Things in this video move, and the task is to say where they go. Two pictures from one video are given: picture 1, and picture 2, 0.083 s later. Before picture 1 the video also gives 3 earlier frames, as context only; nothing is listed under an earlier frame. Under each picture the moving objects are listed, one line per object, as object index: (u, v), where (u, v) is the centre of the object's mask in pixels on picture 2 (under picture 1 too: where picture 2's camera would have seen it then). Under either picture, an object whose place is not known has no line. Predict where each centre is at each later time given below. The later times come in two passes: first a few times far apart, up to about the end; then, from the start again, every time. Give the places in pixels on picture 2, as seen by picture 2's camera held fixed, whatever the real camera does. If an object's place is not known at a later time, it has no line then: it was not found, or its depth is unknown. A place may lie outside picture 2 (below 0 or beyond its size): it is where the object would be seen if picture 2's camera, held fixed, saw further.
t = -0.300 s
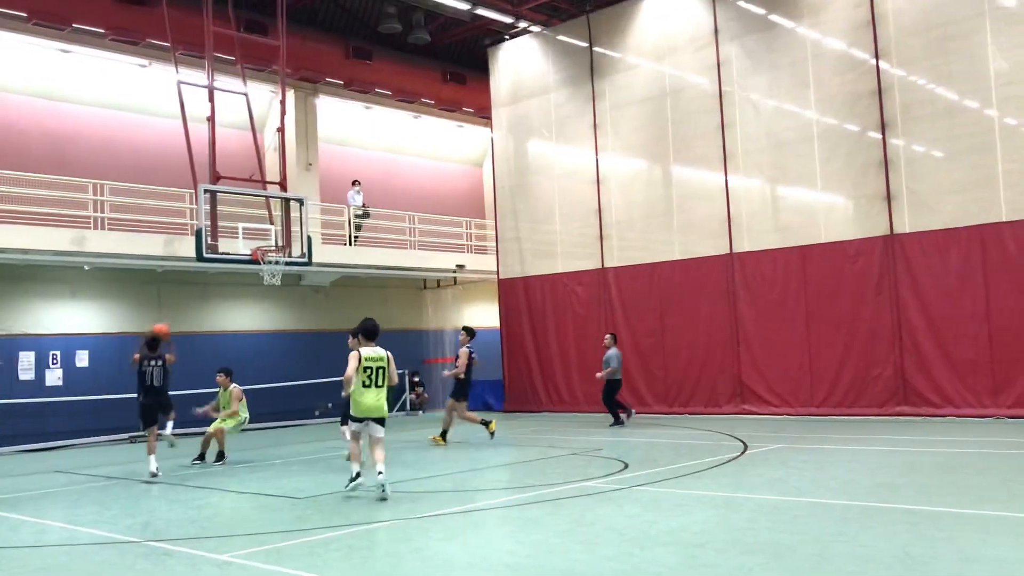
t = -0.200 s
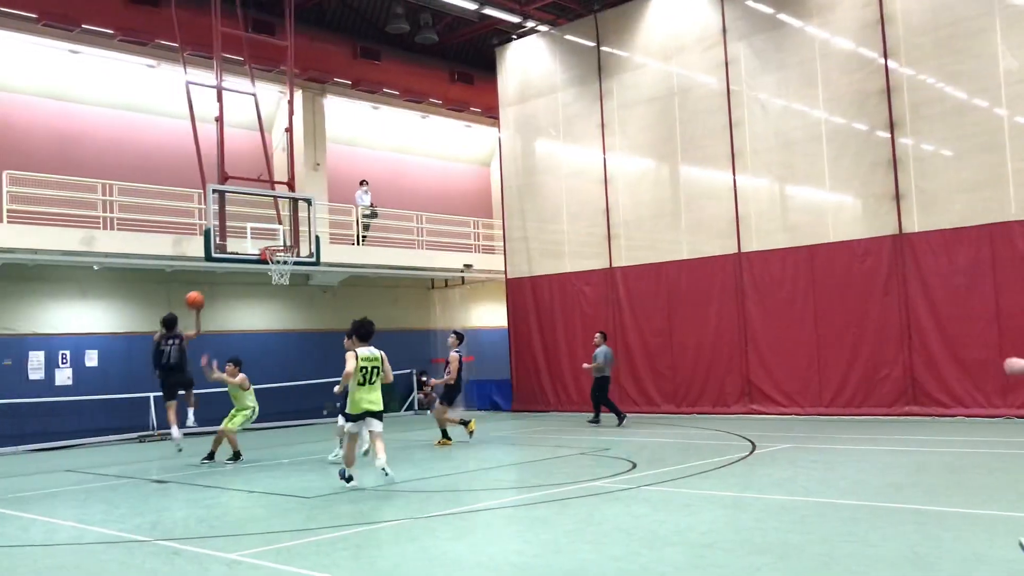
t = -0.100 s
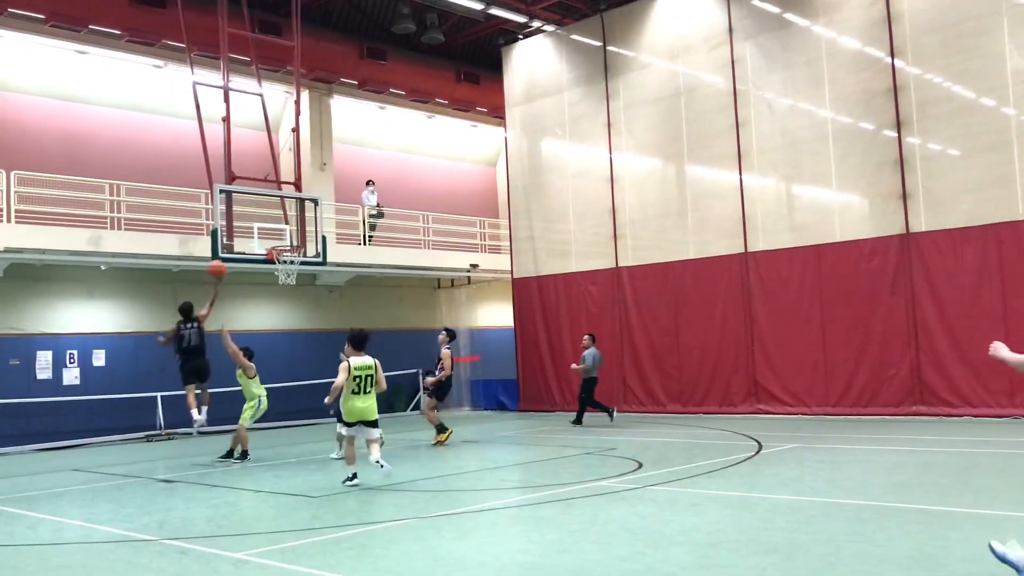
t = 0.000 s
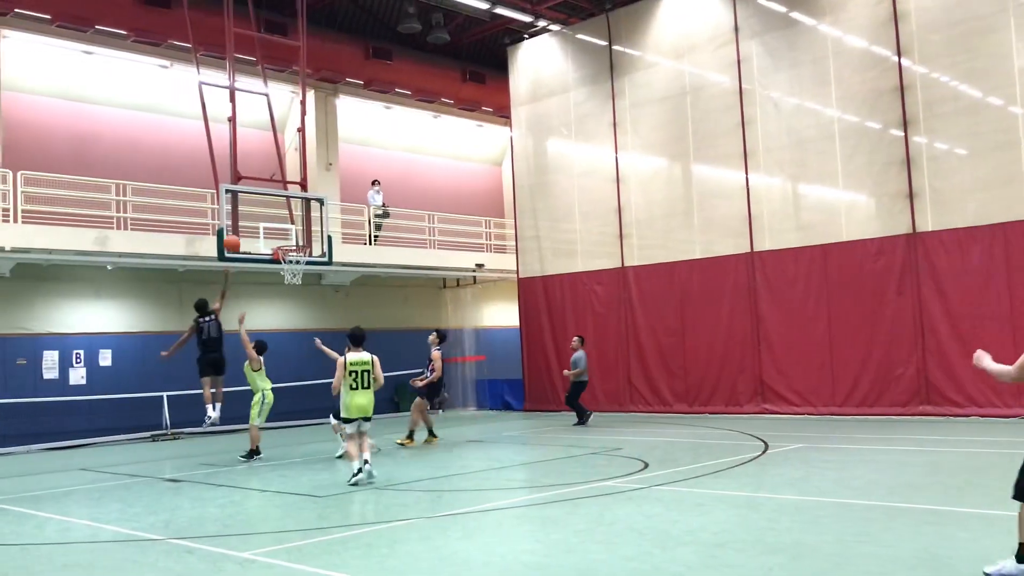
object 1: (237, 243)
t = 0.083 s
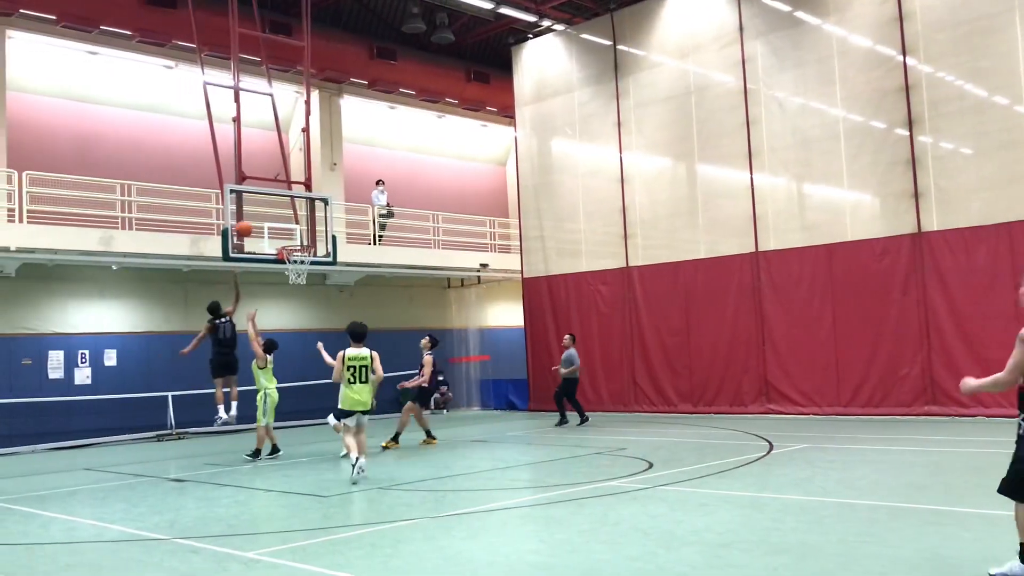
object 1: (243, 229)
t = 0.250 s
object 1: (264, 219)
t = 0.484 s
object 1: (294, 235)
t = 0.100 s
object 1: (245, 226)
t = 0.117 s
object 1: (247, 224)
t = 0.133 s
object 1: (248, 222)
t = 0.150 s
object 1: (251, 221)
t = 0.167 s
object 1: (252, 221)
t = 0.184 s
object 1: (255, 220)
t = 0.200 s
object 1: (256, 220)
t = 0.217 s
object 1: (259, 219)
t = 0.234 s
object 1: (261, 219)
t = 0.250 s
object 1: (264, 219)
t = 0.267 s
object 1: (266, 219)
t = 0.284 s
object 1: (268, 219)
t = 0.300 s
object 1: (270, 219)
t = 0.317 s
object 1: (272, 219)
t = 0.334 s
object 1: (275, 220)
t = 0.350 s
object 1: (276, 221)
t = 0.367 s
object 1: (280, 222)
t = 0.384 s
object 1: (281, 223)
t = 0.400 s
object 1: (283, 224)
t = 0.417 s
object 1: (285, 226)
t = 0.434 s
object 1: (288, 228)
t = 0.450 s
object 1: (290, 230)
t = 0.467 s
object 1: (293, 233)
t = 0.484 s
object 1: (294, 235)
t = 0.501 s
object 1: (297, 238)
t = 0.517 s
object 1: (299, 240)
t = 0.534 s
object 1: (299, 241)
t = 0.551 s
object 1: (300, 242)
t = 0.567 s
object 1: (300, 242)
